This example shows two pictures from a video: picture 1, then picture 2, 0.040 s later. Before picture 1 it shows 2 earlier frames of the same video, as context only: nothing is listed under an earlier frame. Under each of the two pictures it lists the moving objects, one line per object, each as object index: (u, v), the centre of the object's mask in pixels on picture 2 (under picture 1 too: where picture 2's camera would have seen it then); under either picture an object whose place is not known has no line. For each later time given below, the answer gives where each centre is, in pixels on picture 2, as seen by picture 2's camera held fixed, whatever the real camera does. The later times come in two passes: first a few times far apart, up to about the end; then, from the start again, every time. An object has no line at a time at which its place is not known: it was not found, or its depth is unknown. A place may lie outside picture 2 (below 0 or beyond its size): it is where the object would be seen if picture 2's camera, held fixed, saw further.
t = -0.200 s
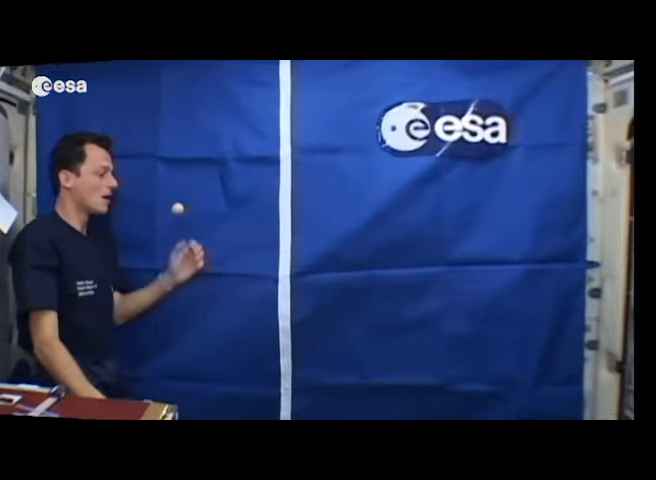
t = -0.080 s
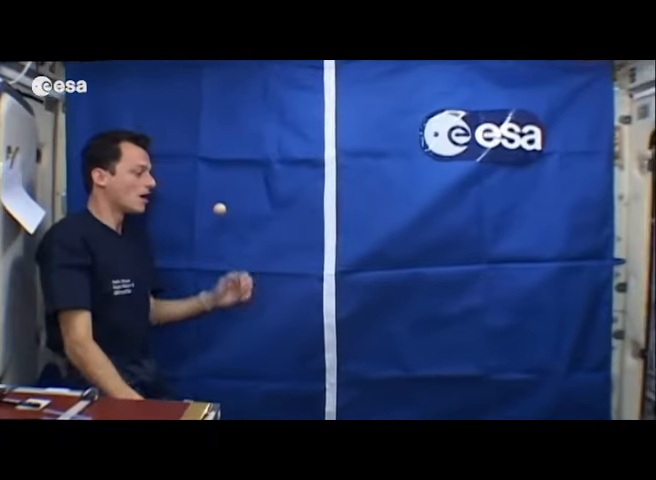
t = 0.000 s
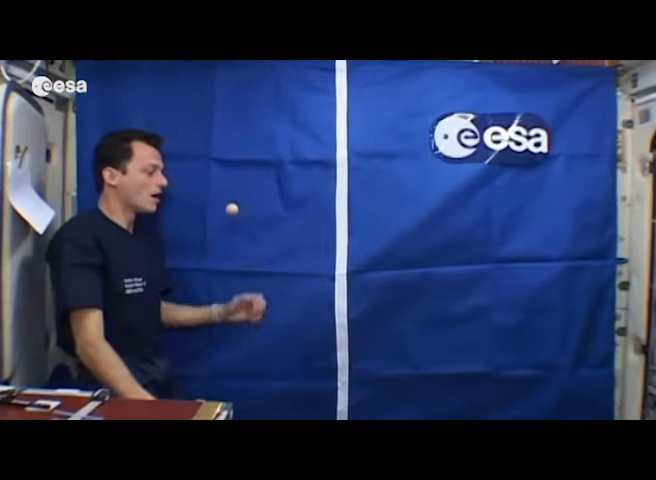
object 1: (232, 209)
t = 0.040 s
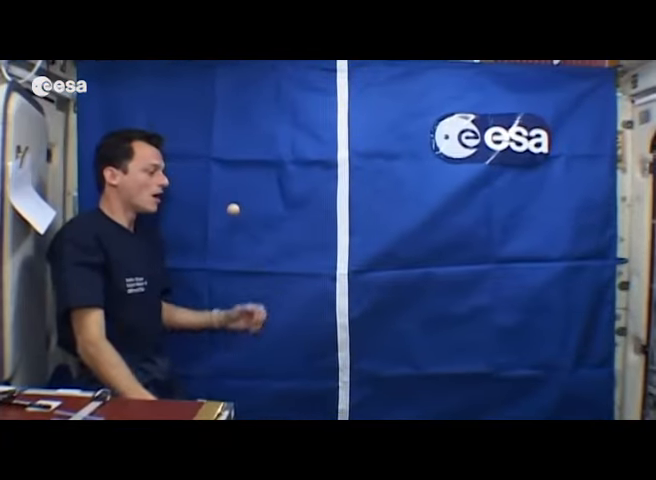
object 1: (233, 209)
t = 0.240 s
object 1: (233, 209)
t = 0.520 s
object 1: (233, 209)
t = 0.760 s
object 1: (233, 208)
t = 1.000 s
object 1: (233, 208)
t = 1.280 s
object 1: (234, 208)
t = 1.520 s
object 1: (235, 207)
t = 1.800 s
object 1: (237, 207)
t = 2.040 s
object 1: (239, 206)
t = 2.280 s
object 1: (242, 205)
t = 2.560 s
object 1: (246, 204)
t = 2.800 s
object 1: (251, 202)
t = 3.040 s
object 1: (256, 199)
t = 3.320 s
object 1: (265, 197)
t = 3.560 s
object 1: (272, 195)
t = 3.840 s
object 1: (282, 192)
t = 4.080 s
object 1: (292, 190)
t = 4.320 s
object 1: (302, 188)
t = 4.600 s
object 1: (315, 186)
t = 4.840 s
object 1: (327, 184)
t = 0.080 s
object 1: (233, 209)
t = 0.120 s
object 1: (233, 209)
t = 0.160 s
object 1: (233, 209)
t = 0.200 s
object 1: (233, 209)
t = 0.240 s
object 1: (233, 209)
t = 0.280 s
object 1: (233, 209)
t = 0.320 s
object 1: (233, 209)
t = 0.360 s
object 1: (233, 209)
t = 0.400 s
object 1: (233, 209)
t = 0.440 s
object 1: (233, 209)
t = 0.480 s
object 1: (233, 209)
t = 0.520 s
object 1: (233, 209)
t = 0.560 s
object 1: (233, 209)
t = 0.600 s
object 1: (233, 208)
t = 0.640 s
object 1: (233, 208)
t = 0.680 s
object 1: (233, 208)
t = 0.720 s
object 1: (233, 208)
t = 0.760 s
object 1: (233, 208)
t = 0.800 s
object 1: (233, 208)
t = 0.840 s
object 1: (233, 208)
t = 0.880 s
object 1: (233, 208)
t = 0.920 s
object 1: (233, 208)
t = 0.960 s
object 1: (233, 208)
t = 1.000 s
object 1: (233, 208)
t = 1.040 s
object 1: (233, 208)
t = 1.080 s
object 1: (233, 208)
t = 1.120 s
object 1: (233, 208)
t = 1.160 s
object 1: (233, 208)
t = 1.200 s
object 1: (233, 208)
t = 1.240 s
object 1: (233, 208)
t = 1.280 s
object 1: (234, 208)
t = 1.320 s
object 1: (234, 208)
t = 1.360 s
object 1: (234, 208)
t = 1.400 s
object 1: (234, 208)
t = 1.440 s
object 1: (234, 208)
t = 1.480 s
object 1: (235, 207)
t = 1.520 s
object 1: (235, 207)
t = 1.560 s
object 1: (235, 207)
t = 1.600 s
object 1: (236, 207)
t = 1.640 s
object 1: (236, 207)
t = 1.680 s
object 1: (236, 207)
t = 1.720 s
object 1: (236, 207)
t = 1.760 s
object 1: (237, 207)
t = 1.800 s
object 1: (237, 207)
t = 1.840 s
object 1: (237, 207)
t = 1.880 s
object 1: (237, 207)
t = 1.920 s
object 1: (238, 207)
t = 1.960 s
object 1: (238, 207)
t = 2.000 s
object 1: (239, 206)
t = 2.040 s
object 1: (239, 206)
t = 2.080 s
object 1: (239, 206)
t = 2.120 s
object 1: (240, 206)
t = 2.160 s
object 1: (240, 206)
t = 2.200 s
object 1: (241, 206)
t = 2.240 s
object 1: (241, 205)
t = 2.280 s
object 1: (242, 205)
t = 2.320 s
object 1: (242, 205)
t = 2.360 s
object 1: (243, 205)
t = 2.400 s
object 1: (243, 205)
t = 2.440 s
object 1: (244, 205)
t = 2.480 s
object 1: (244, 204)
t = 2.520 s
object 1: (245, 204)
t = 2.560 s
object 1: (246, 204)
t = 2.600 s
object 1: (247, 203)
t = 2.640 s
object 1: (247, 203)
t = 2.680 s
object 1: (248, 203)
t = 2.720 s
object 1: (249, 202)
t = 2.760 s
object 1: (250, 202)
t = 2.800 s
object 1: (251, 202)
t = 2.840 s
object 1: (252, 201)
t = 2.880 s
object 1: (252, 201)
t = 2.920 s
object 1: (253, 200)
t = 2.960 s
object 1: (254, 200)
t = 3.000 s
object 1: (256, 200)
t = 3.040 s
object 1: (256, 199)
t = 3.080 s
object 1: (258, 199)
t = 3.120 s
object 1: (259, 199)
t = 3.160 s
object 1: (260, 198)
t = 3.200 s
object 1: (261, 198)
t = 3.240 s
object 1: (262, 198)
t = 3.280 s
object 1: (263, 197)
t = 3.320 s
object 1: (265, 197)
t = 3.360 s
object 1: (266, 196)
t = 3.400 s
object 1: (267, 196)
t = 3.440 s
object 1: (268, 196)
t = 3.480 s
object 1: (270, 195)
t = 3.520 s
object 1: (271, 195)
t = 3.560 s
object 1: (272, 195)
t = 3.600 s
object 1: (274, 194)
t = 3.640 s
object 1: (275, 194)
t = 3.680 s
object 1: (276, 194)
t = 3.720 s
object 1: (278, 193)
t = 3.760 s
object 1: (279, 193)
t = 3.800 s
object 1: (281, 193)
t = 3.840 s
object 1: (282, 192)
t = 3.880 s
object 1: (284, 192)
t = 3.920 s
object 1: (286, 192)
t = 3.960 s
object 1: (287, 191)
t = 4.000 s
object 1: (289, 191)
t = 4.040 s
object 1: (290, 191)
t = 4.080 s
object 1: (292, 190)
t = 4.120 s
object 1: (294, 190)
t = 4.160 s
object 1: (295, 189)
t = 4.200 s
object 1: (297, 189)
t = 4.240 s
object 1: (299, 189)
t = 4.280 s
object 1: (301, 189)
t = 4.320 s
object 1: (302, 188)
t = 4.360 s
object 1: (304, 188)
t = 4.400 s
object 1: (306, 188)
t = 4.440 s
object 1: (308, 187)
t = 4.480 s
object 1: (310, 187)
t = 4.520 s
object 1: (312, 187)
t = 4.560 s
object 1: (313, 186)
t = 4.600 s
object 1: (315, 186)
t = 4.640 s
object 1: (317, 185)
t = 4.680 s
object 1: (319, 185)
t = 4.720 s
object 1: (321, 185)
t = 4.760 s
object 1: (323, 184)
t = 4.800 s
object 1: (325, 184)
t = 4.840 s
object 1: (327, 184)
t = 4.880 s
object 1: (329, 183)
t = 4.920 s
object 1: (331, 183)
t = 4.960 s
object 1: (333, 183)
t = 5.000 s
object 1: (335, 182)
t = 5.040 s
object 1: (337, 182)
